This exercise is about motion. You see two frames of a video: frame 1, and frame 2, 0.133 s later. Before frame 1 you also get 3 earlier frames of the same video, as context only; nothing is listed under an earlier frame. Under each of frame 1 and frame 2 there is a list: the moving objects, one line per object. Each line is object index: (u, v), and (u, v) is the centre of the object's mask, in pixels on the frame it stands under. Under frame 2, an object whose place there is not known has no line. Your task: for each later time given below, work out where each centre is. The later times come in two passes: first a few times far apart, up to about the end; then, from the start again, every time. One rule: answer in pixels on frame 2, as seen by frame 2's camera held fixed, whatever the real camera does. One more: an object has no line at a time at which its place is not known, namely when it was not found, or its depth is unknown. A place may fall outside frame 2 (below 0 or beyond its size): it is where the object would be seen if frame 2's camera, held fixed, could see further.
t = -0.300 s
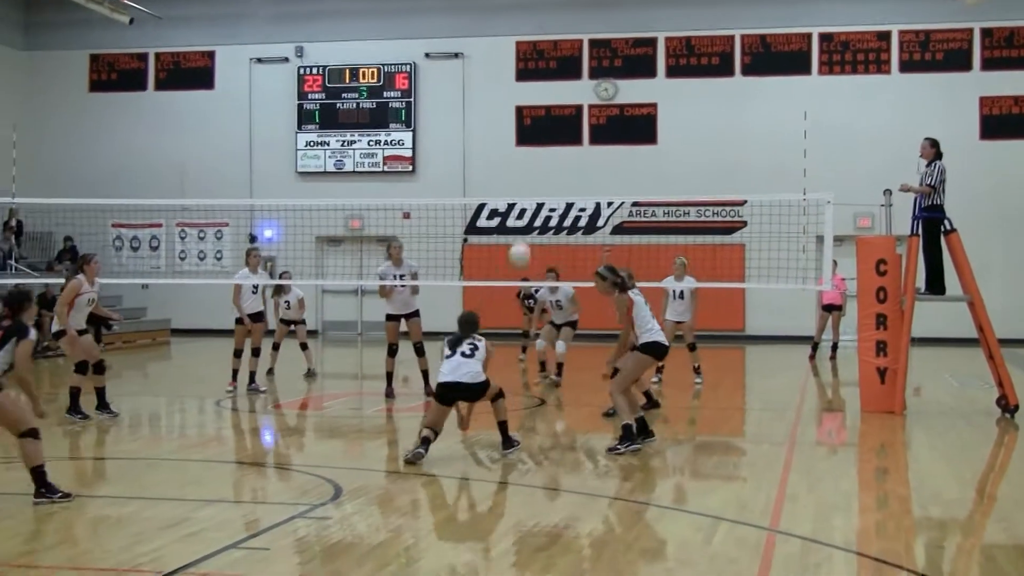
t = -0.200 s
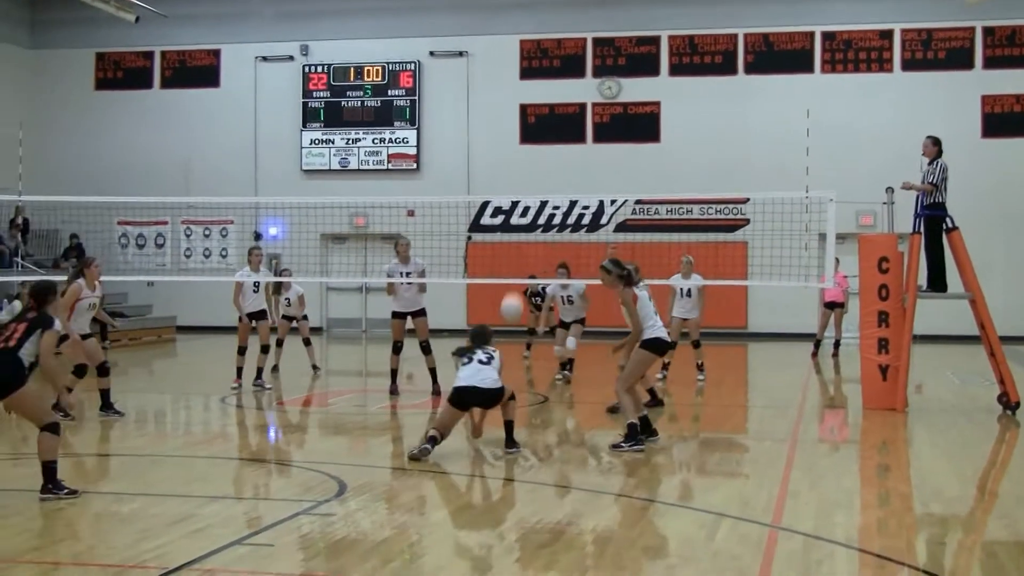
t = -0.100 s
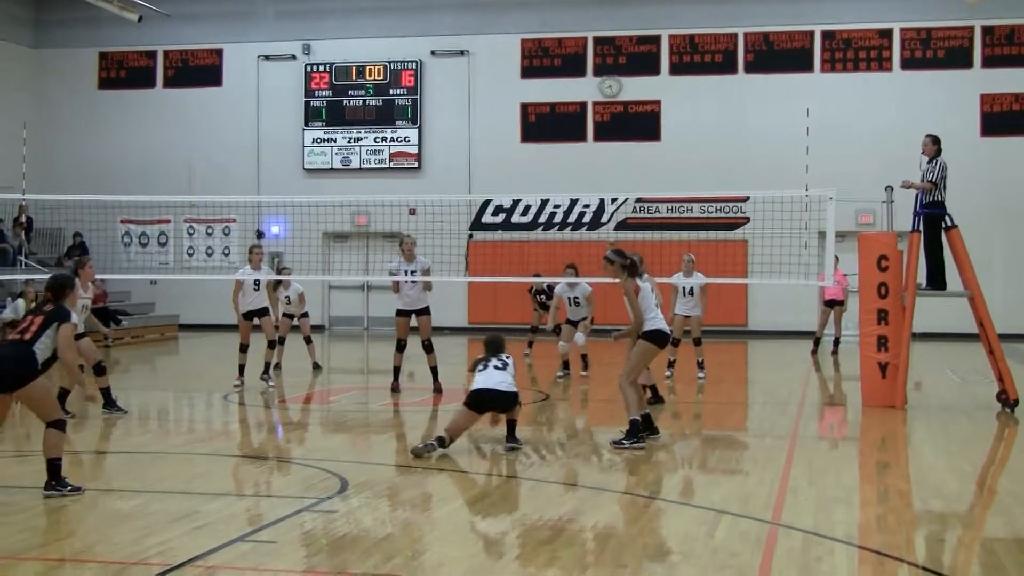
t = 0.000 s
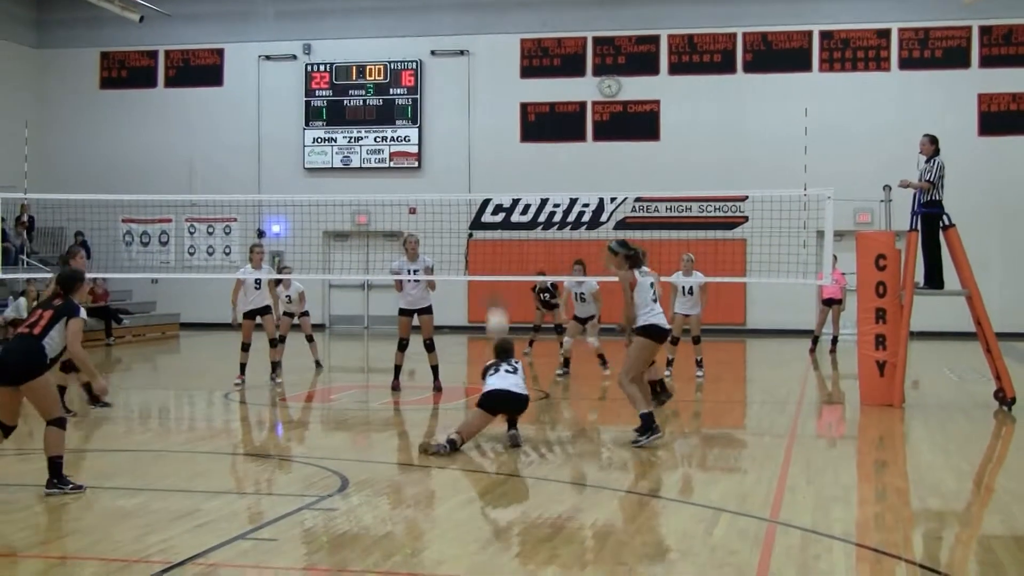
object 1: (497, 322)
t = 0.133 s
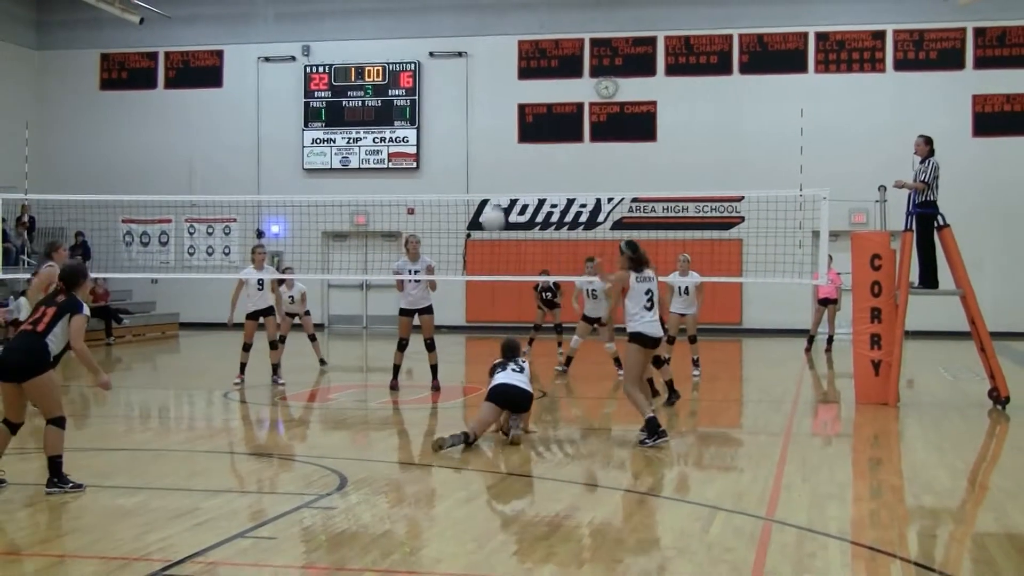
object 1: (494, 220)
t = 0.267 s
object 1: (489, 139)
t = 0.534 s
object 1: (483, 46)
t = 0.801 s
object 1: (479, 28)
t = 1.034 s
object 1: (477, 65)
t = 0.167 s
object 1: (492, 195)
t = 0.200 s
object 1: (491, 175)
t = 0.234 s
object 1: (490, 156)
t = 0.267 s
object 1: (489, 139)
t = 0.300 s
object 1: (488, 123)
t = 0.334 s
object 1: (487, 107)
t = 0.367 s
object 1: (487, 93)
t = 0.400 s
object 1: (485, 82)
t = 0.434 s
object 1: (484, 70)
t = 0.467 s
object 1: (484, 61)
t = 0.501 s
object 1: (483, 53)
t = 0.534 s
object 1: (483, 46)
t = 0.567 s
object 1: (482, 40)
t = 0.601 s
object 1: (482, 36)
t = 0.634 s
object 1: (481, 32)
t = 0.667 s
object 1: (481, 29)
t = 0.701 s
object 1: (481, 27)
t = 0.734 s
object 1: (480, 26)
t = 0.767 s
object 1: (480, 27)
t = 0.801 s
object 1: (479, 28)
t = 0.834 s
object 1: (479, 31)
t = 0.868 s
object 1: (479, 35)
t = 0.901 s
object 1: (478, 39)
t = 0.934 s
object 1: (478, 45)
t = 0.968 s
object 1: (478, 51)
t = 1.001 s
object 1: (478, 57)
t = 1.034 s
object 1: (477, 65)
